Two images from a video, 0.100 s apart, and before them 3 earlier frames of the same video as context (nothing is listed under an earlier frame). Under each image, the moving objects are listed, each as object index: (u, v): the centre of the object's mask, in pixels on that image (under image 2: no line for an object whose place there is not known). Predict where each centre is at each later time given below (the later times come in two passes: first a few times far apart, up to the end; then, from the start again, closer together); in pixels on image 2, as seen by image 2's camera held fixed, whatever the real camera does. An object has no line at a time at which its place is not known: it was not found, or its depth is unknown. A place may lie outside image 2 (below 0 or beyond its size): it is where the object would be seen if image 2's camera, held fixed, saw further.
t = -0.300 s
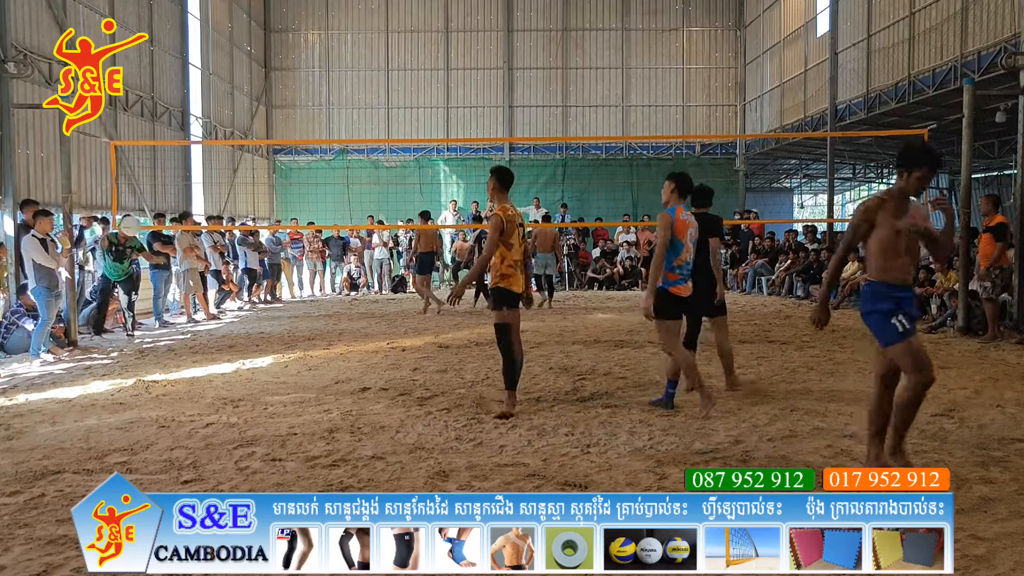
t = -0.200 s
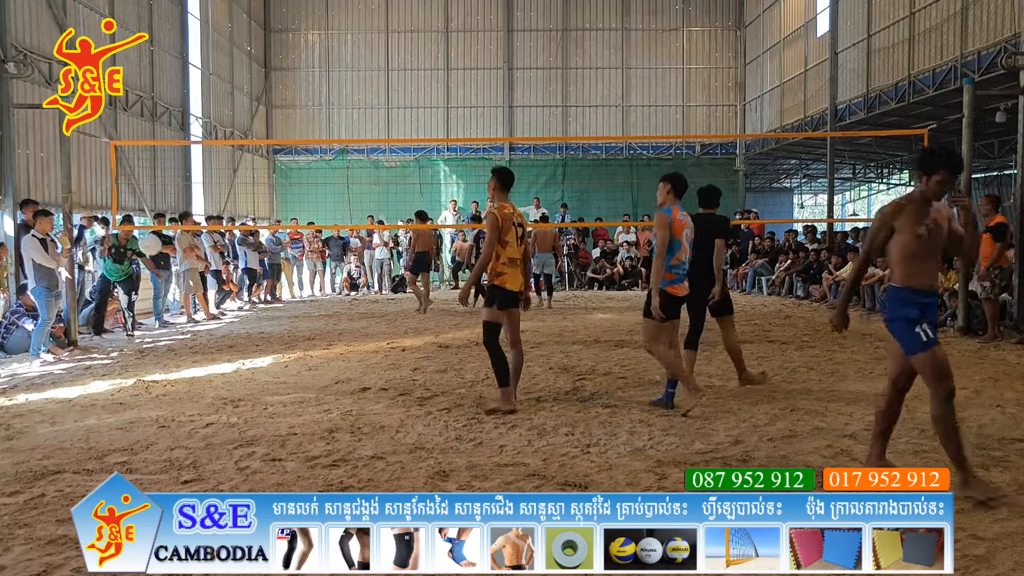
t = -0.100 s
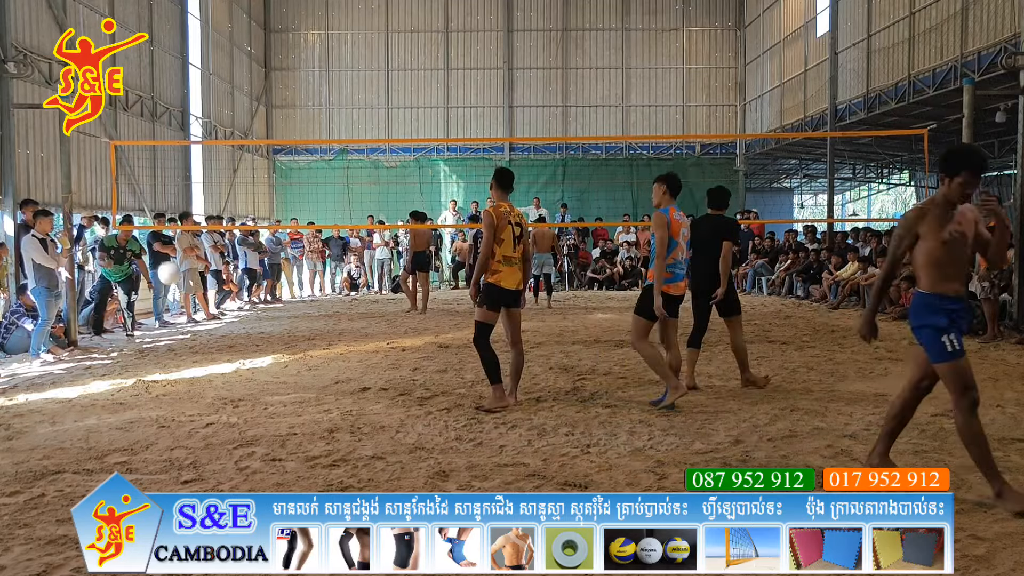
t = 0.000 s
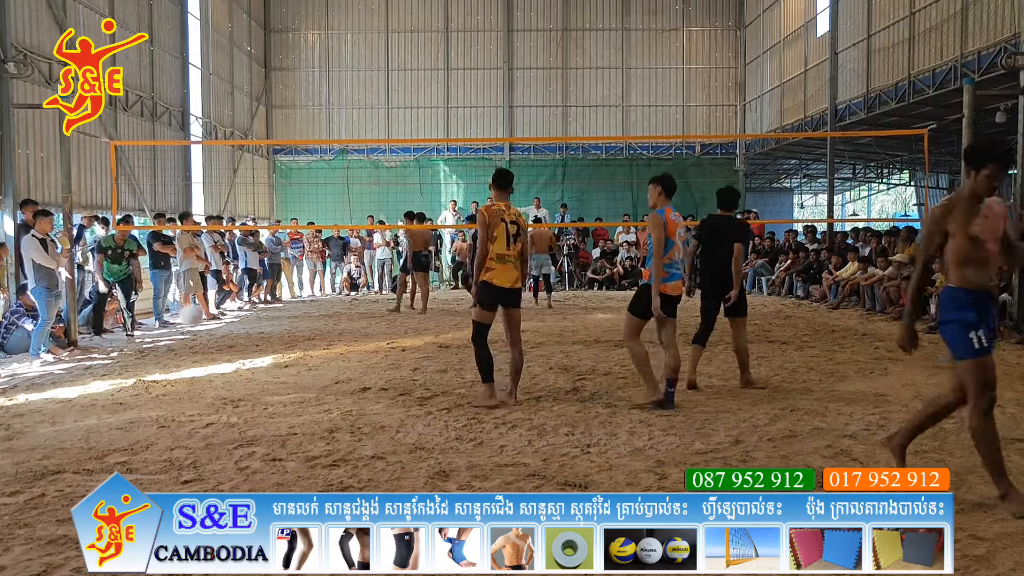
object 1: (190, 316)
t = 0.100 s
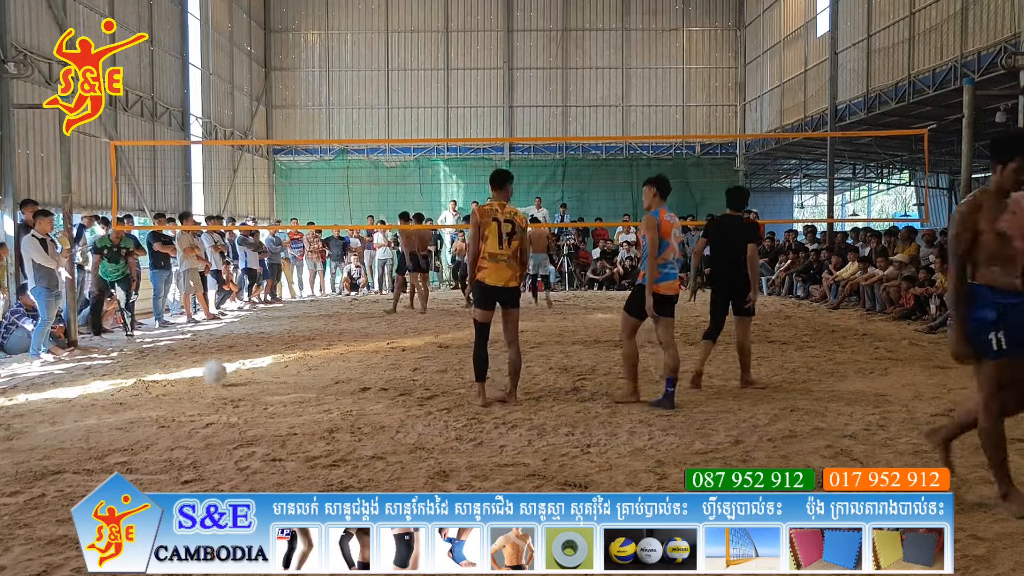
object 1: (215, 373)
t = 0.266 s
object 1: (235, 332)
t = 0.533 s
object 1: (264, 322)
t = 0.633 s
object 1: (278, 338)
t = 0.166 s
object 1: (221, 359)
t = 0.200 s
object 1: (226, 350)
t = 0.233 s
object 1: (227, 341)
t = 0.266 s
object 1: (235, 332)
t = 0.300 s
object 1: (239, 328)
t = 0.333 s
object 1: (243, 321)
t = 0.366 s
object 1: (247, 318)
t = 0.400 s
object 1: (251, 317)
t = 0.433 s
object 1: (252, 316)
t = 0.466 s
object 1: (260, 317)
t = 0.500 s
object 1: (263, 320)
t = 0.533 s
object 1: (264, 322)
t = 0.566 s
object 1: (267, 326)
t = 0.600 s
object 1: (272, 332)
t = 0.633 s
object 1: (278, 338)
